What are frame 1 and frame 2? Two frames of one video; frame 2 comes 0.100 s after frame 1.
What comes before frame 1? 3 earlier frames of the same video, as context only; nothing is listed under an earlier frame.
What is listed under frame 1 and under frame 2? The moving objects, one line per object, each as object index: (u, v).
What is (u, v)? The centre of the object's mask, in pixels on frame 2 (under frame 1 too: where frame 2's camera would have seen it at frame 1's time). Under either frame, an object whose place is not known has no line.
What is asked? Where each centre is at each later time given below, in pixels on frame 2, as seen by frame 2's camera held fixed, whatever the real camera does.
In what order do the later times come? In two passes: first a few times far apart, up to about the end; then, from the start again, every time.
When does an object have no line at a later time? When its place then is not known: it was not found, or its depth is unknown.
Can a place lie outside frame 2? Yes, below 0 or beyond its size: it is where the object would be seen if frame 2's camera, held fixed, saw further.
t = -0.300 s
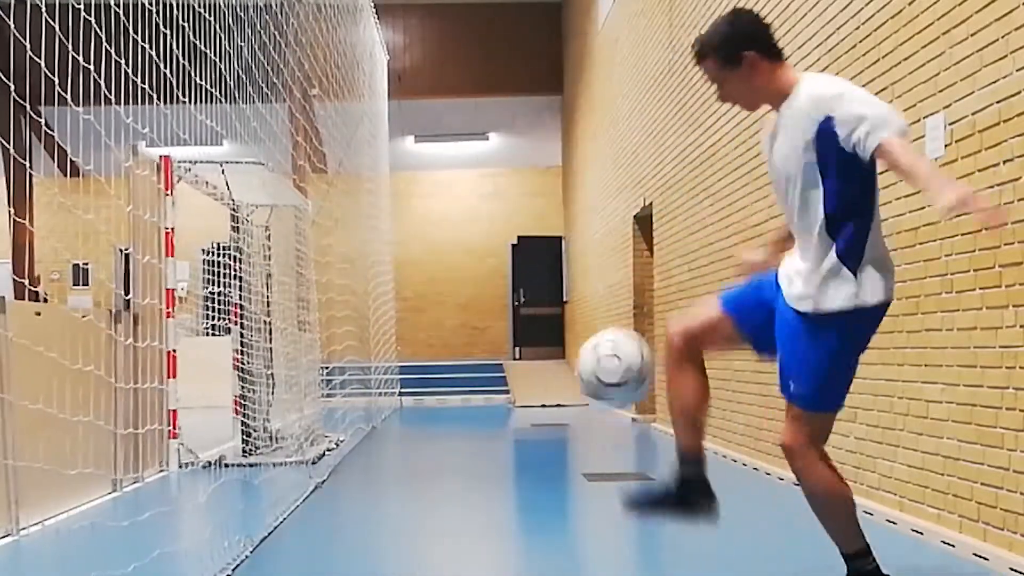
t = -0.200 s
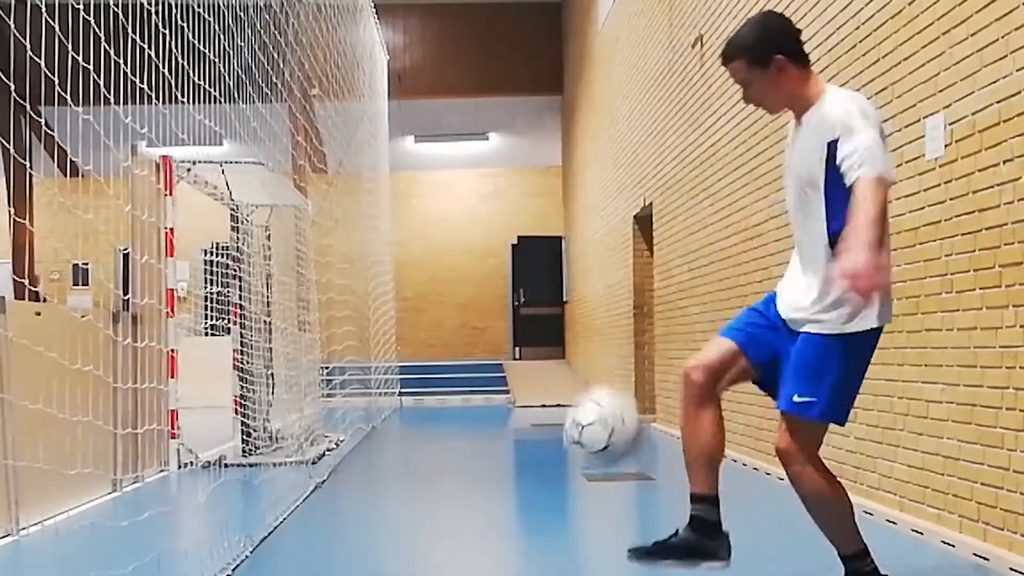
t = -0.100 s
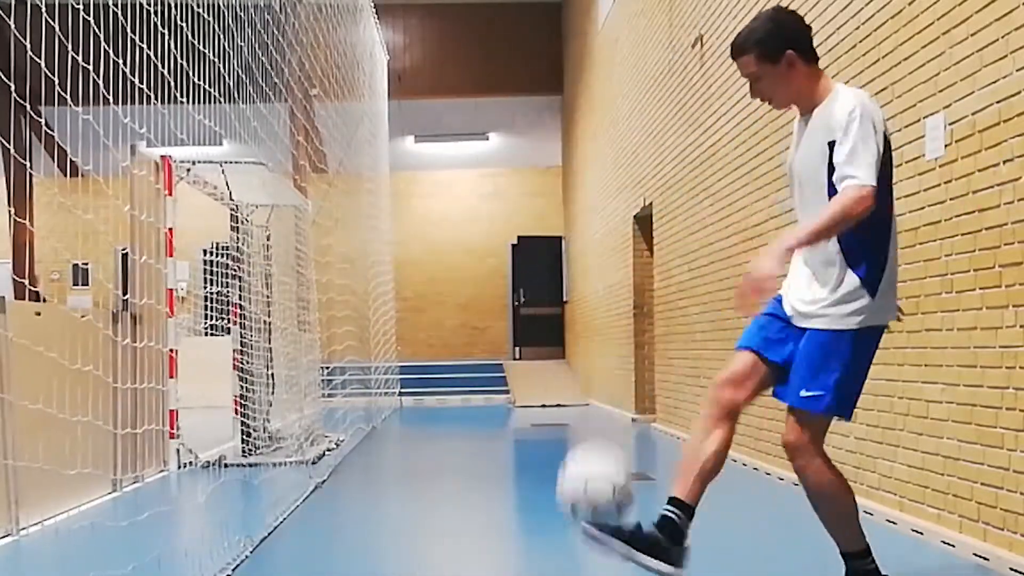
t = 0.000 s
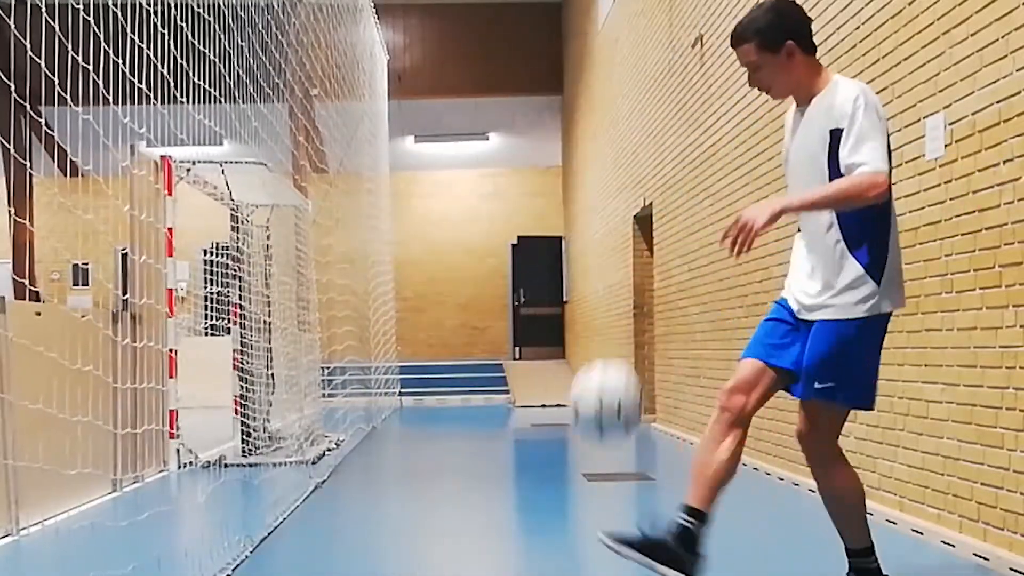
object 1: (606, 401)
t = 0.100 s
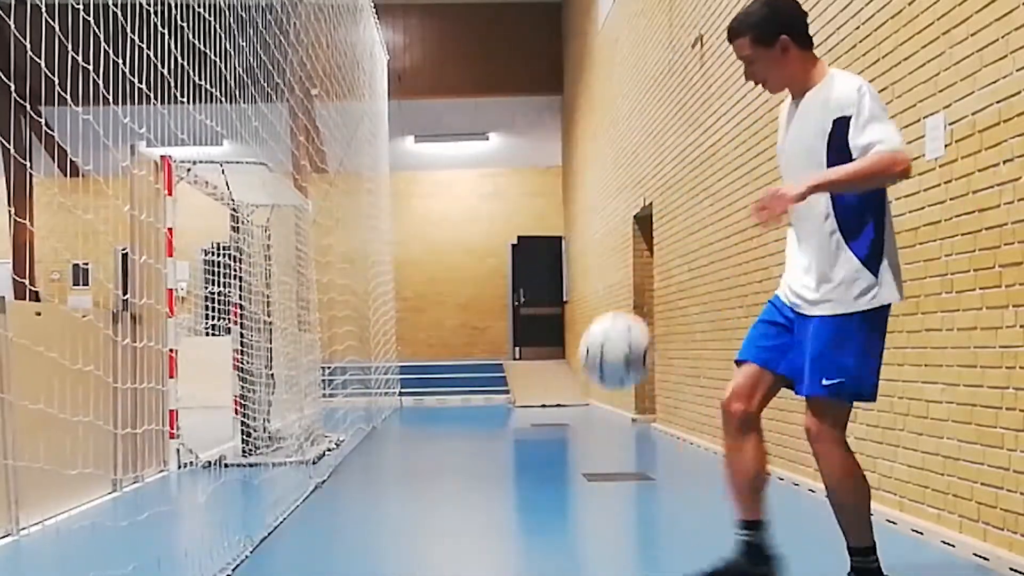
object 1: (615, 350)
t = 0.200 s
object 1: (628, 334)
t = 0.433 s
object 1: (652, 411)
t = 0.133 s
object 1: (620, 341)
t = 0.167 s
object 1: (624, 336)
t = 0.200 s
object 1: (628, 334)
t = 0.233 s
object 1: (632, 335)
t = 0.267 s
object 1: (635, 340)
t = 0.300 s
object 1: (639, 347)
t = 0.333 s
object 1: (642, 359)
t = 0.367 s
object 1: (646, 373)
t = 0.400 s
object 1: (649, 390)
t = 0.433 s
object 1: (652, 411)
